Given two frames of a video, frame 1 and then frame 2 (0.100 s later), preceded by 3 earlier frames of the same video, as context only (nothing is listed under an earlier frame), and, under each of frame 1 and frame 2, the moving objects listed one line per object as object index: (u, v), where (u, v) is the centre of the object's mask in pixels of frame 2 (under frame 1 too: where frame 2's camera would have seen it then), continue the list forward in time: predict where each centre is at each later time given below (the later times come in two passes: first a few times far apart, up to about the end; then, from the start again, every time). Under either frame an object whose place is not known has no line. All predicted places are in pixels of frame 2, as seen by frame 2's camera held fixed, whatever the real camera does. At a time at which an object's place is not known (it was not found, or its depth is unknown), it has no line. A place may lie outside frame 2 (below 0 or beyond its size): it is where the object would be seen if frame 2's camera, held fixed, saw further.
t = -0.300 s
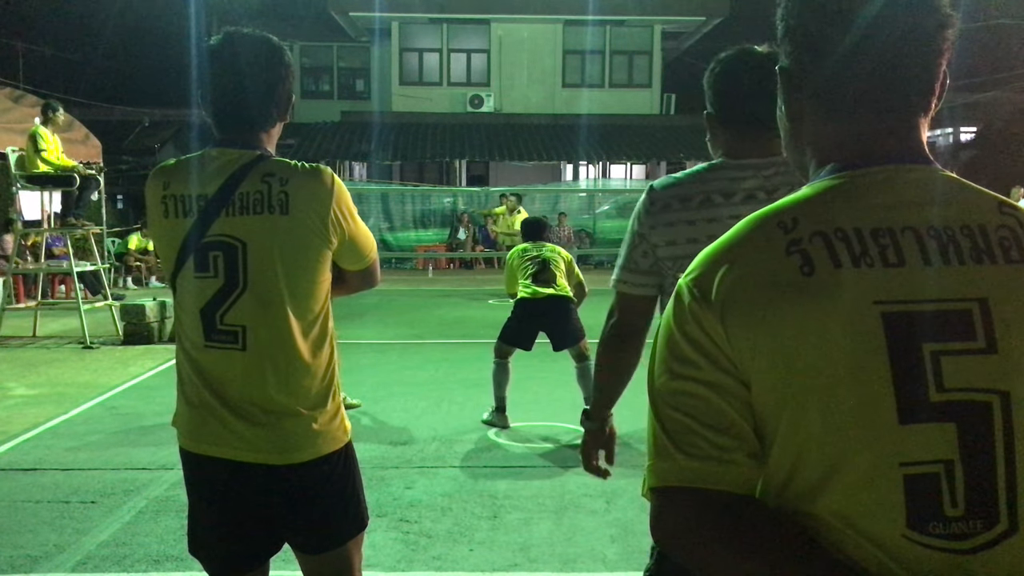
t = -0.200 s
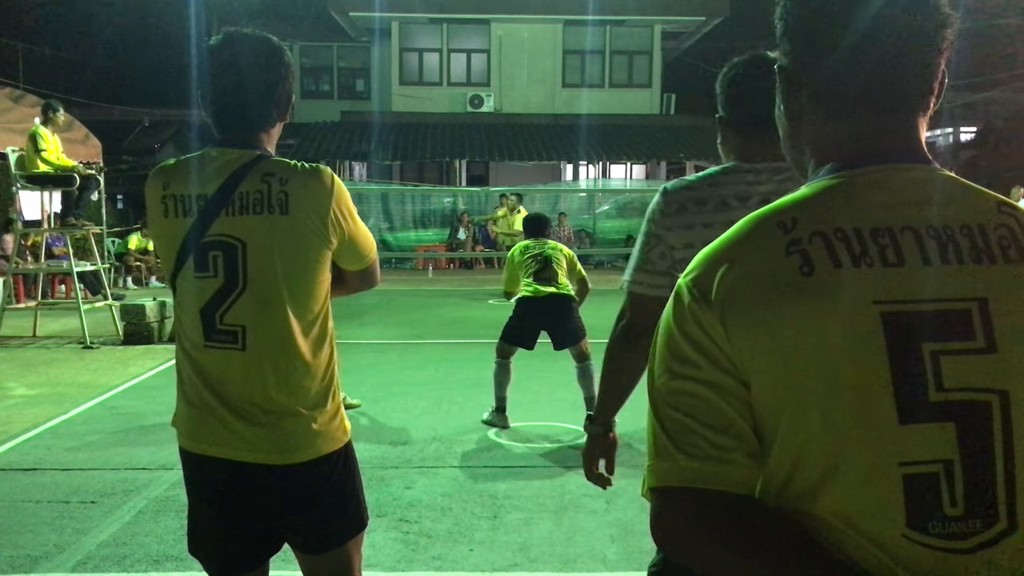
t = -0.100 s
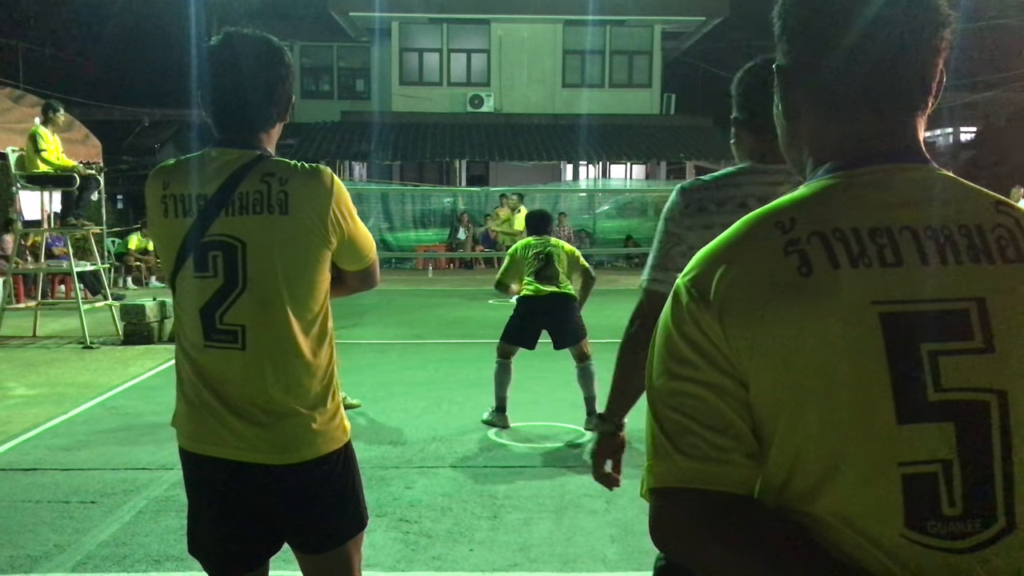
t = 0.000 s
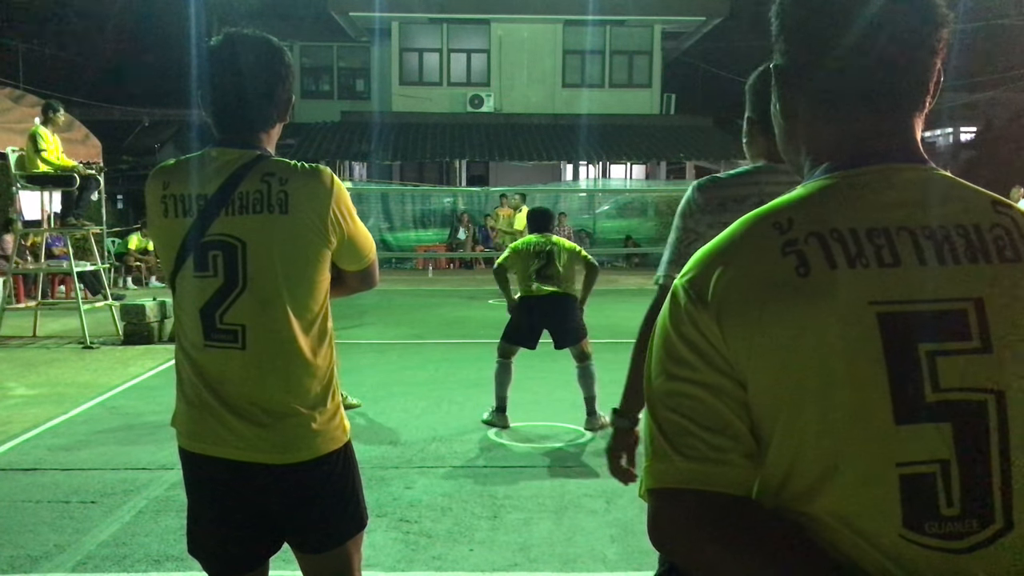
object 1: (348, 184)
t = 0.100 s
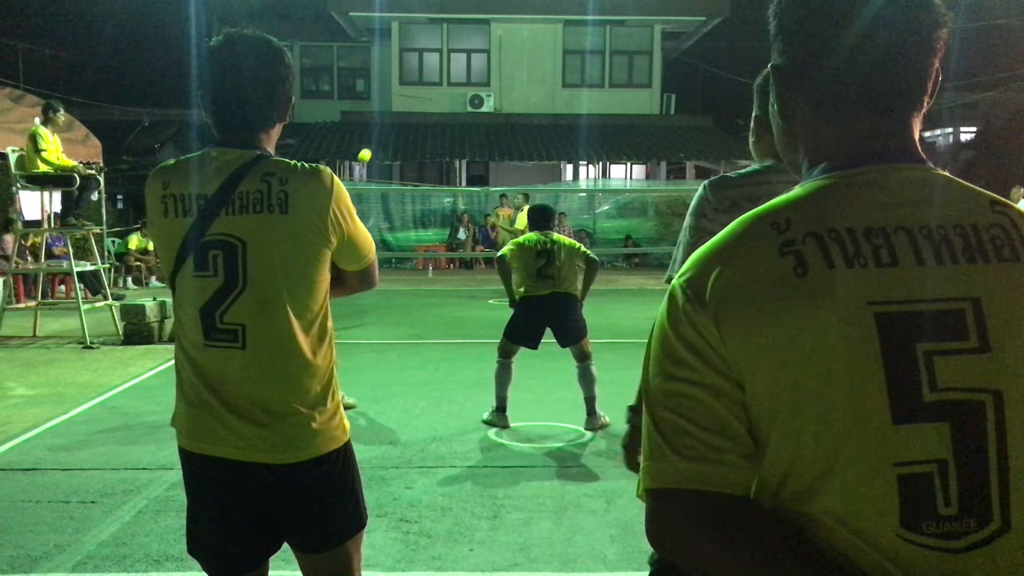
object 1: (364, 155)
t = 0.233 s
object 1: (387, 127)
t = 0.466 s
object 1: (425, 115)
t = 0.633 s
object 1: (448, 133)
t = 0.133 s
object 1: (370, 147)
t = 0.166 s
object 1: (376, 138)
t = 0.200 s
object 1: (382, 132)
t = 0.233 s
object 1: (387, 127)
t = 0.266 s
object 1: (394, 122)
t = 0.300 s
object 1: (399, 119)
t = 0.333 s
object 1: (404, 116)
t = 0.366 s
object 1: (410, 115)
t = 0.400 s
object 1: (415, 114)
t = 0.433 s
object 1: (419, 114)
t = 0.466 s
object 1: (425, 115)
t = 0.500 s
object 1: (430, 117)
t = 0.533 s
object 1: (434, 120)
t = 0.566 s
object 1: (439, 123)
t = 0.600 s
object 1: (444, 128)
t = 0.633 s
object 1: (448, 133)
